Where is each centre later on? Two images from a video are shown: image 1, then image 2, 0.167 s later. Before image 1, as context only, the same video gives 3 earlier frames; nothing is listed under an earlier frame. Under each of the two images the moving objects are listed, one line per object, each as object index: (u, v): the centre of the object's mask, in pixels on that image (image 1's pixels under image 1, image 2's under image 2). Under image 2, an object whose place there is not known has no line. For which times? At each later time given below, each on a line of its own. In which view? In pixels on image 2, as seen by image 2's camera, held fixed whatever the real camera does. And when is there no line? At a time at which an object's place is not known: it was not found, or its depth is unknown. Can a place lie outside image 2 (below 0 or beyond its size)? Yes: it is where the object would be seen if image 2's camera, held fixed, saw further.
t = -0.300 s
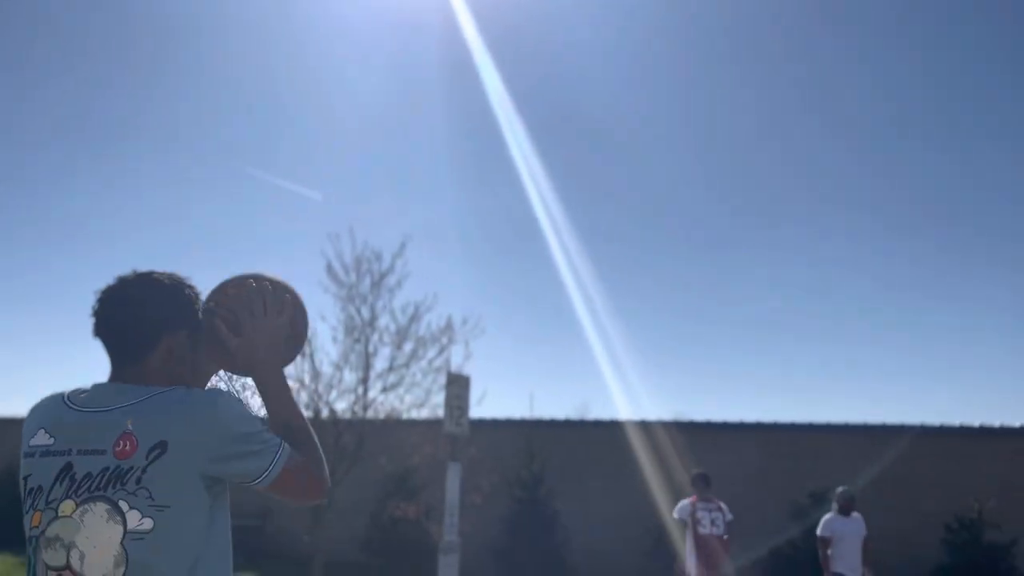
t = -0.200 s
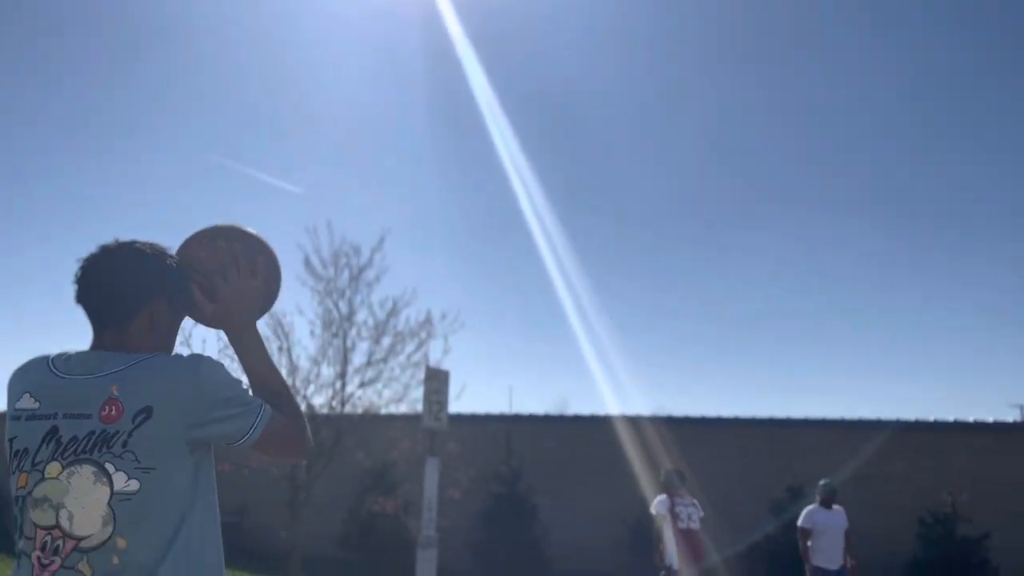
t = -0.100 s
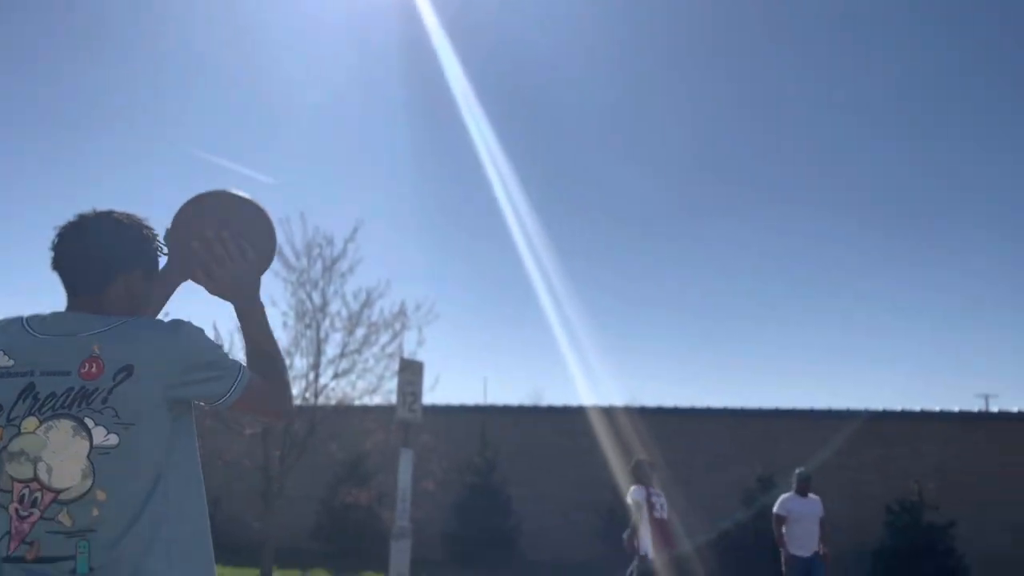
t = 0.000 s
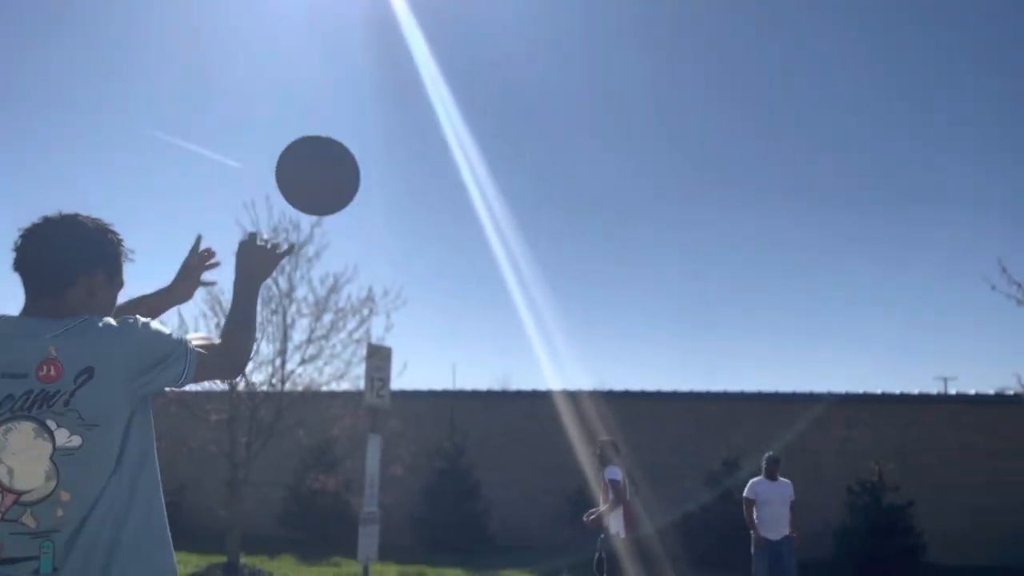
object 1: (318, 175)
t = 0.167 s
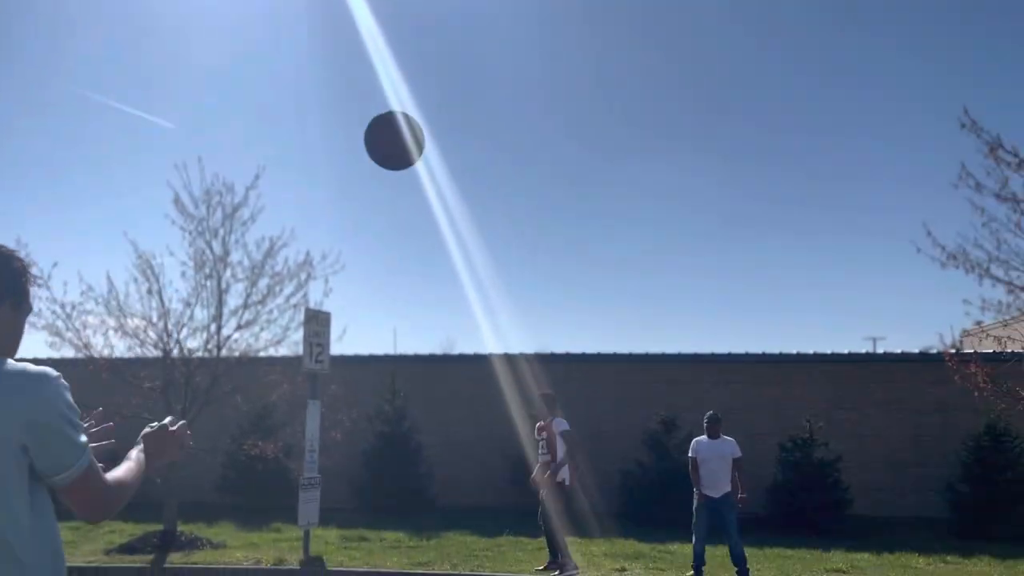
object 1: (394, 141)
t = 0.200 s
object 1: (421, 148)
